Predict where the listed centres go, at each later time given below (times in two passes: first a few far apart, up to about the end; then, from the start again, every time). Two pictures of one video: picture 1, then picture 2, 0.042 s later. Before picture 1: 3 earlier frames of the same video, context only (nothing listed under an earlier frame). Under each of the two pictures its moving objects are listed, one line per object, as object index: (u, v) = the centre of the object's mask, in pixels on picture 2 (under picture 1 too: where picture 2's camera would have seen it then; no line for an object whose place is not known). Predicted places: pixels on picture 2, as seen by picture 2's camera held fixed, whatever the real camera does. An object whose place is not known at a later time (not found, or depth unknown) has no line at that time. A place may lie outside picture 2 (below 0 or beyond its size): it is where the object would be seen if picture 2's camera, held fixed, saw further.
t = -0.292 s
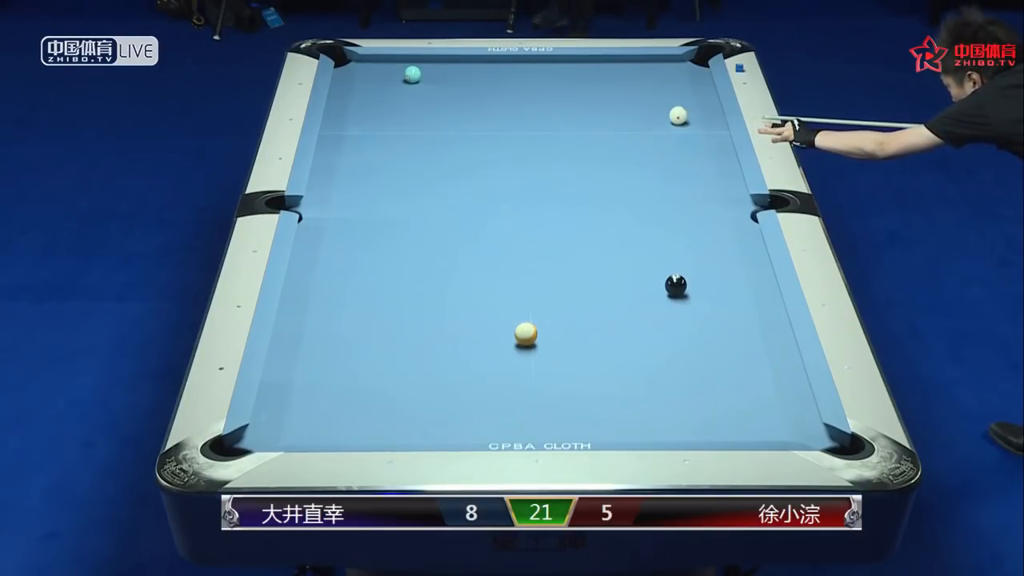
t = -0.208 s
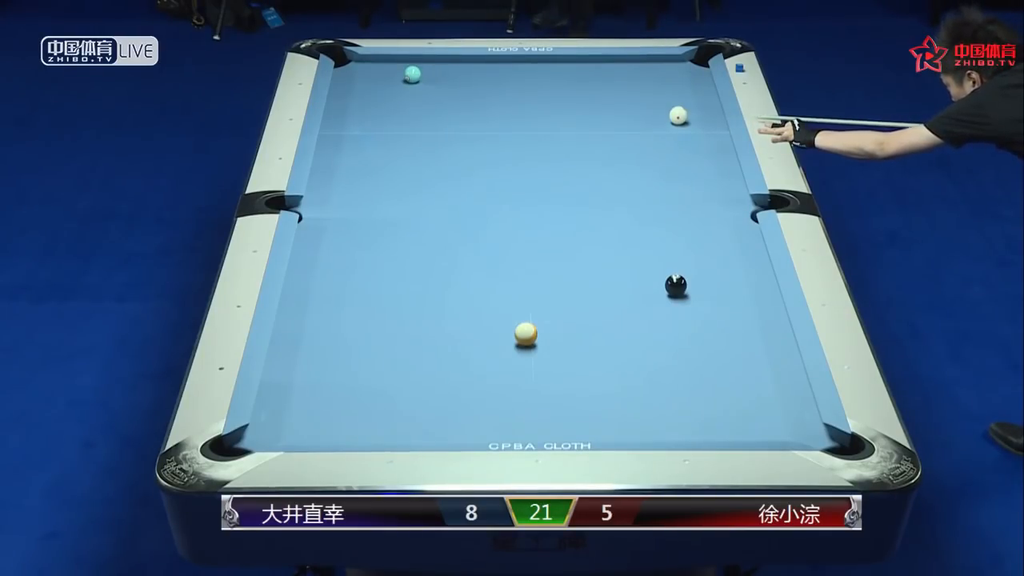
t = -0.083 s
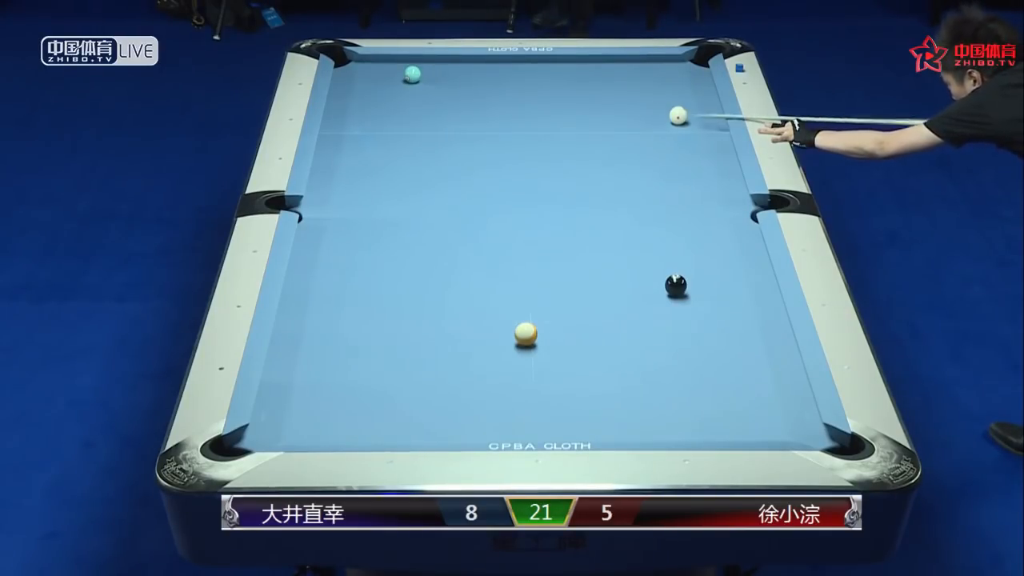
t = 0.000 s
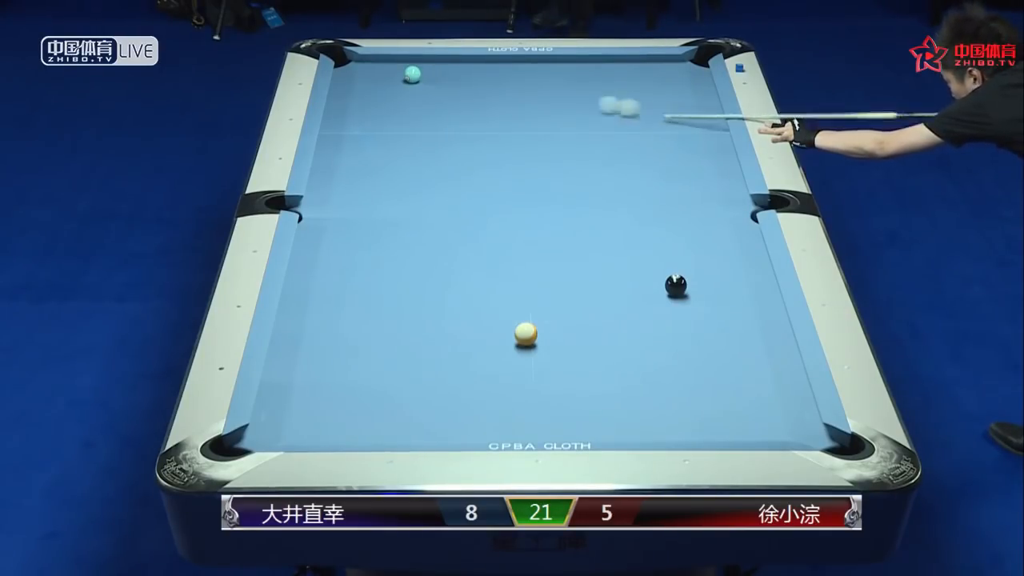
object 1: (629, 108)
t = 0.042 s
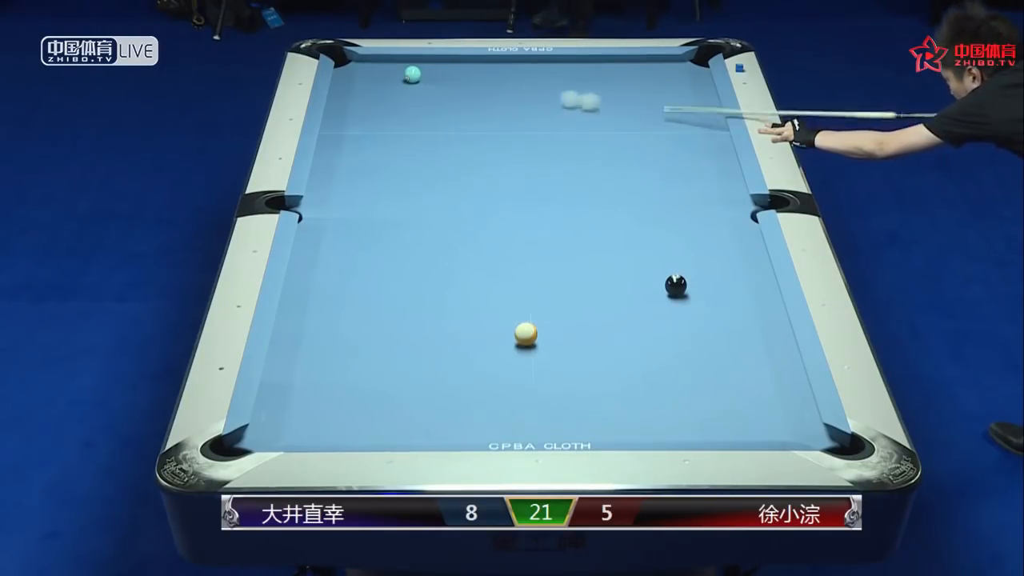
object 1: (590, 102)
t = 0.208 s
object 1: (448, 81)
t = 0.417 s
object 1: (400, 83)
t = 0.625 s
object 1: (372, 86)
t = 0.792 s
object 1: (351, 89)
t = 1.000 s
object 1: (342, 93)
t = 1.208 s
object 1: (355, 97)
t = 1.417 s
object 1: (370, 101)
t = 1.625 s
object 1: (382, 105)
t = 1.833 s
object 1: (393, 108)
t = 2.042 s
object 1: (403, 112)
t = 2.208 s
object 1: (410, 115)
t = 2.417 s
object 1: (421, 118)
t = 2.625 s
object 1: (429, 120)
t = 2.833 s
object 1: (437, 123)
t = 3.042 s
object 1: (443, 125)
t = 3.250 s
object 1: (449, 127)
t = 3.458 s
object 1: (456, 129)
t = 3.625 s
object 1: (459, 130)
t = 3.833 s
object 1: (463, 132)
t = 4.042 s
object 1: (466, 133)
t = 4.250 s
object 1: (468, 133)
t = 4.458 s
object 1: (469, 134)
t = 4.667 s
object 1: (470, 135)
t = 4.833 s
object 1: (470, 135)
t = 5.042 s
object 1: (470, 135)
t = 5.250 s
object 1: (470, 135)
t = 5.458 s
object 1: (470, 135)
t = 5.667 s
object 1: (470, 135)
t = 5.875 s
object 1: (470, 135)
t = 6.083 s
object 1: (470, 135)
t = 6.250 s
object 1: (470, 135)
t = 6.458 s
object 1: (470, 135)
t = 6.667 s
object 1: (470, 135)
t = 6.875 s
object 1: (470, 135)
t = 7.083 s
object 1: (470, 135)
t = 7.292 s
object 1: (470, 135)
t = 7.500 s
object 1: (470, 135)
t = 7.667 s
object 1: (470, 135)
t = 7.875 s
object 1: (470, 135)
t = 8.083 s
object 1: (470, 135)
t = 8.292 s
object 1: (470, 135)
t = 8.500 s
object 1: (470, 135)
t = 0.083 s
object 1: (553, 96)
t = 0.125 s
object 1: (516, 91)
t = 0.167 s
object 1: (481, 86)
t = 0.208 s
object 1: (448, 81)
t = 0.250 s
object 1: (424, 77)
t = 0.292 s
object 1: (416, 80)
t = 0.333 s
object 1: (411, 82)
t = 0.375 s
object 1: (405, 82)
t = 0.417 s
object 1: (400, 83)
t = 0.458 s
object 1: (394, 84)
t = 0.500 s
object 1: (389, 85)
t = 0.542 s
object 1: (383, 85)
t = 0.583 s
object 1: (378, 86)
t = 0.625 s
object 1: (372, 86)
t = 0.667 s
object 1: (367, 87)
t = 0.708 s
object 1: (361, 88)
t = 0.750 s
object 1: (356, 88)
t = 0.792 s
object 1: (351, 89)
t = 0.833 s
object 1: (345, 90)
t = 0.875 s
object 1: (340, 90)
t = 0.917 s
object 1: (337, 91)
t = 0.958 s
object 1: (340, 92)
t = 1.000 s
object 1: (342, 93)
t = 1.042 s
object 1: (345, 93)
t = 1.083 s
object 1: (348, 94)
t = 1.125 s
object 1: (350, 95)
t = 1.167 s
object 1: (353, 96)
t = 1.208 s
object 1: (355, 97)
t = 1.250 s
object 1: (358, 98)
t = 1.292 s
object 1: (363, 99)
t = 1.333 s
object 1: (365, 100)
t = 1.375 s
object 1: (368, 101)
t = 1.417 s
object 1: (370, 101)
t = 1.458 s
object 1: (373, 102)
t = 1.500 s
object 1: (375, 103)
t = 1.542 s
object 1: (377, 104)
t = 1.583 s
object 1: (379, 105)
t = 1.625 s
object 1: (382, 105)
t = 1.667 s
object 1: (384, 106)
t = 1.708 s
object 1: (386, 106)
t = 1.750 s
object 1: (388, 107)
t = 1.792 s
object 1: (390, 108)
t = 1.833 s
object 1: (393, 108)
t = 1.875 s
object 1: (395, 109)
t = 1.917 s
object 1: (397, 110)
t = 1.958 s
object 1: (399, 110)
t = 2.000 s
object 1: (400, 111)
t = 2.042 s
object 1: (403, 112)
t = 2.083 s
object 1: (405, 113)
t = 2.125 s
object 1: (407, 113)
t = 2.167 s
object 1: (409, 114)
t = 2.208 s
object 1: (410, 115)
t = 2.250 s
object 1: (413, 115)
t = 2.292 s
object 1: (416, 116)
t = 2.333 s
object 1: (418, 117)
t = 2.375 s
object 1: (420, 117)
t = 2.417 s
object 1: (421, 118)
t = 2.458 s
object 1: (423, 118)
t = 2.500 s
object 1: (425, 119)
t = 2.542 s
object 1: (426, 120)
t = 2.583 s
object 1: (428, 120)
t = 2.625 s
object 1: (429, 120)
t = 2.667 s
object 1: (431, 121)
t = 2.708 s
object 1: (432, 121)
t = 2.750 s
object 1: (434, 122)
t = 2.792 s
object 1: (435, 122)
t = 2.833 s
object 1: (437, 123)
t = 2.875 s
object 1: (438, 123)
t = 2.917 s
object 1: (439, 124)
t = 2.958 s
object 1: (441, 124)
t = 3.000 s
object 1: (442, 125)
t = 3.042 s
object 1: (443, 125)
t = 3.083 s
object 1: (445, 125)
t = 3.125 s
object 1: (446, 126)
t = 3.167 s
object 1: (447, 126)
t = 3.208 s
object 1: (448, 127)
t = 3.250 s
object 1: (449, 127)
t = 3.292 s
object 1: (451, 128)
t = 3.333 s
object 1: (453, 128)
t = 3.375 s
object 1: (454, 128)
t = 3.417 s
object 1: (455, 129)
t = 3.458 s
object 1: (456, 129)
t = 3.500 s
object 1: (456, 129)
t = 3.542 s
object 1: (457, 130)
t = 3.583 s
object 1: (458, 130)
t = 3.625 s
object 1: (459, 130)
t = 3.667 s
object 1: (460, 131)
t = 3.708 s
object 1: (461, 131)
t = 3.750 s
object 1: (461, 131)
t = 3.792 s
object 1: (462, 132)
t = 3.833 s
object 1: (463, 132)
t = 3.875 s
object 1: (463, 132)
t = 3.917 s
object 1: (464, 132)
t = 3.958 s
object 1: (465, 132)
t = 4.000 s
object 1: (465, 132)
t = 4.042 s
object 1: (466, 133)
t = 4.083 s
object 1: (466, 133)
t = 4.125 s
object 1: (466, 133)
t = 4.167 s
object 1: (467, 133)
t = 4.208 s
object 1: (467, 133)
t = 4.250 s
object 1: (468, 133)
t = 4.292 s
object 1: (468, 133)
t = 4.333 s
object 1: (468, 134)
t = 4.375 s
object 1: (468, 134)
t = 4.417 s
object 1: (469, 134)
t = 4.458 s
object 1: (469, 134)
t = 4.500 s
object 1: (469, 134)
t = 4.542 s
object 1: (469, 134)
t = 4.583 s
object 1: (469, 134)
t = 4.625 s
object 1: (470, 134)
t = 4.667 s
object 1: (470, 135)
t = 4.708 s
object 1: (470, 135)
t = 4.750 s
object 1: (470, 135)
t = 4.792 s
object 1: (470, 135)
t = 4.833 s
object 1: (470, 135)
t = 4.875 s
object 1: (470, 135)
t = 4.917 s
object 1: (470, 135)
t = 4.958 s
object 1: (470, 135)
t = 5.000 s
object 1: (470, 135)
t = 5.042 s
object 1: (470, 135)
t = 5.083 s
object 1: (470, 135)
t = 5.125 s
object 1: (470, 135)
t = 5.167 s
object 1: (470, 135)
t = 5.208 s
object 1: (470, 135)
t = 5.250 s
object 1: (470, 135)
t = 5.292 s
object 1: (470, 135)
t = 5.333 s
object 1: (470, 135)
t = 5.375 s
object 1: (470, 135)
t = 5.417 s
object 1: (470, 135)
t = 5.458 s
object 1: (470, 135)
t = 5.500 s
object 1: (470, 135)
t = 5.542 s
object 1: (470, 135)
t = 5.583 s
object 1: (470, 135)
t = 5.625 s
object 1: (470, 135)
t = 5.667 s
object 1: (470, 135)
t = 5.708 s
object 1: (470, 135)
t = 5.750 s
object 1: (470, 135)
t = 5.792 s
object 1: (470, 135)
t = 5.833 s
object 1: (470, 135)
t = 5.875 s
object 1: (470, 135)
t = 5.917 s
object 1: (470, 135)
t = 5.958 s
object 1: (470, 135)
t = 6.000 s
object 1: (470, 135)
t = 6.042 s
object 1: (470, 135)
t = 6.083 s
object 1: (470, 135)
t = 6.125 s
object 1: (470, 135)
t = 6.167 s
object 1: (470, 135)
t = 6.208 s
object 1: (470, 135)
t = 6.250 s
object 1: (470, 135)
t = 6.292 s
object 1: (470, 135)
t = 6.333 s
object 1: (470, 135)
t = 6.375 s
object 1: (470, 135)
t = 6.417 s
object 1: (470, 135)
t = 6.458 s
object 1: (470, 135)
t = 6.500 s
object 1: (470, 135)
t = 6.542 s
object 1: (470, 135)
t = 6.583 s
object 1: (470, 135)
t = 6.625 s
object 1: (470, 135)
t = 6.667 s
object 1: (470, 135)
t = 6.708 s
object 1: (470, 135)
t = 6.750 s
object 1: (470, 135)
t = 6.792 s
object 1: (470, 135)
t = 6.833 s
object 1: (470, 135)
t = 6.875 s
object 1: (470, 135)
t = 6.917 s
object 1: (470, 135)
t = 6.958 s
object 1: (470, 135)
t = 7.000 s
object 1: (470, 135)
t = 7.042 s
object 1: (470, 135)
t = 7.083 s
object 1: (470, 135)
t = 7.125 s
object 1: (470, 135)
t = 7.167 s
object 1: (470, 135)
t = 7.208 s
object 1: (470, 135)
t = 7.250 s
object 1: (470, 135)
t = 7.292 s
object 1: (470, 135)
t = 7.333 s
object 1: (470, 135)
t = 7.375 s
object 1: (470, 135)
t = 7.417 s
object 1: (470, 135)
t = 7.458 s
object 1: (470, 135)
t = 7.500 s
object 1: (470, 135)
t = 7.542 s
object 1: (470, 135)
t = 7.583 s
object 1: (470, 135)
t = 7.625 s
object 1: (470, 135)
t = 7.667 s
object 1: (470, 135)
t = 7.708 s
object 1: (470, 135)
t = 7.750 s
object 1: (470, 135)
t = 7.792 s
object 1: (470, 135)
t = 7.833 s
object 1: (470, 135)
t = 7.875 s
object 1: (470, 135)
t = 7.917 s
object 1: (470, 135)
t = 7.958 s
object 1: (470, 135)
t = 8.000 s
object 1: (470, 135)
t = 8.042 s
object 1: (470, 135)
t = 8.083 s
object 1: (470, 135)
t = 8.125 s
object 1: (470, 135)
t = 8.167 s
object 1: (470, 135)
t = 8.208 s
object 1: (470, 135)
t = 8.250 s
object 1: (470, 135)
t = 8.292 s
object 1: (470, 135)
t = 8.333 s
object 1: (470, 135)
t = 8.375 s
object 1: (470, 135)
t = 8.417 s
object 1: (470, 135)
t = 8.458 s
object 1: (470, 135)
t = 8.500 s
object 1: (470, 135)
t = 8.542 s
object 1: (470, 135)
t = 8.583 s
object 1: (470, 135)
